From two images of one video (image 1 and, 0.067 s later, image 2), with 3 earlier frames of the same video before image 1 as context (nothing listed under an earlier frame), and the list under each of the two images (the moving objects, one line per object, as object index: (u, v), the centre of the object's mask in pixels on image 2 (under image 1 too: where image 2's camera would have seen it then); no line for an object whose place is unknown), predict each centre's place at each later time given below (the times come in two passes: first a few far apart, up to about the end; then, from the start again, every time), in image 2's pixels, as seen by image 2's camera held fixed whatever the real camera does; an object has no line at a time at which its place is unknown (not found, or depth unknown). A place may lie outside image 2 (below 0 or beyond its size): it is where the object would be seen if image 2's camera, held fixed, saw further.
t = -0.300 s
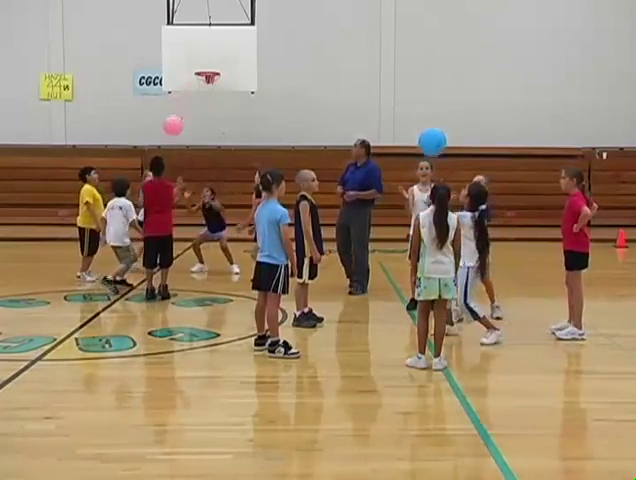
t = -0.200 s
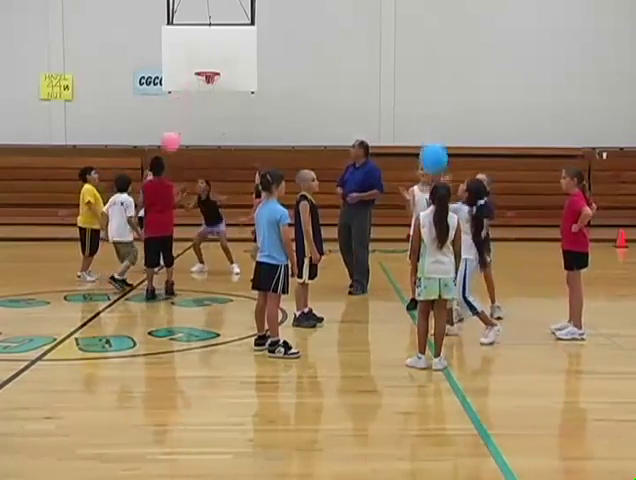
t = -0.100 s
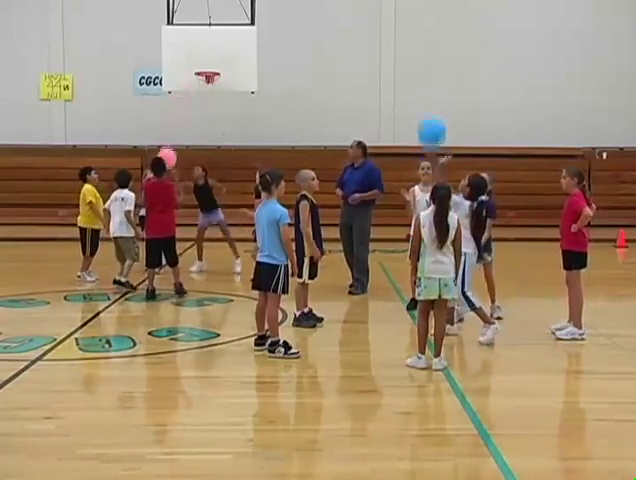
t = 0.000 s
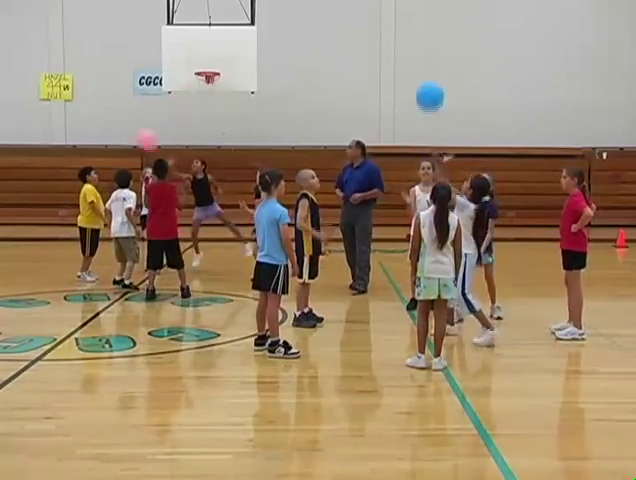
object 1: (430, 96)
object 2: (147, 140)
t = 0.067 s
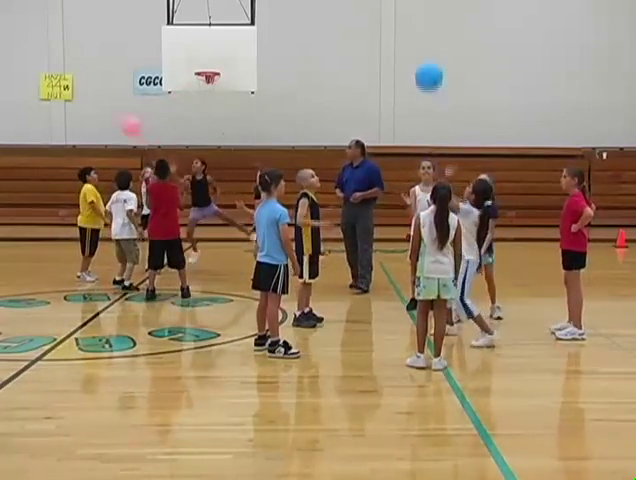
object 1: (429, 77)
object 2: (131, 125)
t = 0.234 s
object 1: (429, 45)
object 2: (102, 112)
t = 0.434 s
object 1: (429, 36)
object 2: (86, 124)
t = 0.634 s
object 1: (430, 48)
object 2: (72, 150)
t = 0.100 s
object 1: (429, 69)
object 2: (124, 121)
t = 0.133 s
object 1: (428, 61)
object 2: (118, 116)
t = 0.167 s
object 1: (428, 55)
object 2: (112, 114)
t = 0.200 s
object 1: (428, 50)
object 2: (106, 113)
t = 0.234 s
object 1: (429, 45)
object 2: (102, 112)
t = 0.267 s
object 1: (429, 42)
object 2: (98, 113)
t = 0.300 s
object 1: (429, 39)
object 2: (96, 114)
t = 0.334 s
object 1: (429, 38)
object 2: (93, 116)
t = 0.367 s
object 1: (429, 36)
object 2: (91, 118)
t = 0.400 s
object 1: (429, 36)
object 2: (88, 121)
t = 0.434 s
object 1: (429, 36)
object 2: (86, 124)
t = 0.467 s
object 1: (429, 37)
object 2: (84, 127)
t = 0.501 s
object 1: (430, 37)
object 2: (82, 131)
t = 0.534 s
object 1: (430, 39)
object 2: (80, 135)
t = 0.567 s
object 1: (430, 42)
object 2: (78, 139)
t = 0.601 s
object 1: (430, 44)
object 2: (75, 144)
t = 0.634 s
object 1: (430, 48)
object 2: (72, 150)
